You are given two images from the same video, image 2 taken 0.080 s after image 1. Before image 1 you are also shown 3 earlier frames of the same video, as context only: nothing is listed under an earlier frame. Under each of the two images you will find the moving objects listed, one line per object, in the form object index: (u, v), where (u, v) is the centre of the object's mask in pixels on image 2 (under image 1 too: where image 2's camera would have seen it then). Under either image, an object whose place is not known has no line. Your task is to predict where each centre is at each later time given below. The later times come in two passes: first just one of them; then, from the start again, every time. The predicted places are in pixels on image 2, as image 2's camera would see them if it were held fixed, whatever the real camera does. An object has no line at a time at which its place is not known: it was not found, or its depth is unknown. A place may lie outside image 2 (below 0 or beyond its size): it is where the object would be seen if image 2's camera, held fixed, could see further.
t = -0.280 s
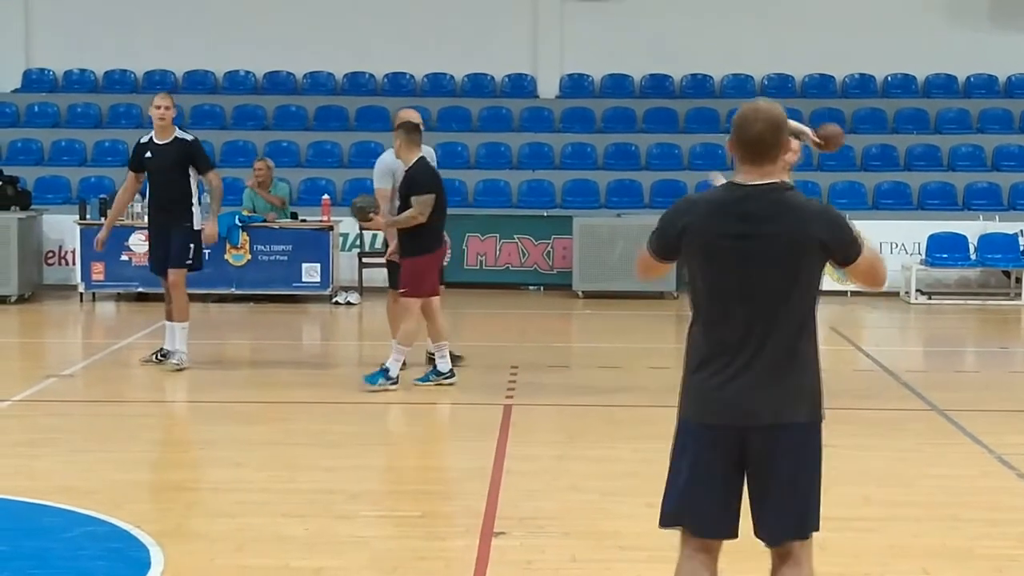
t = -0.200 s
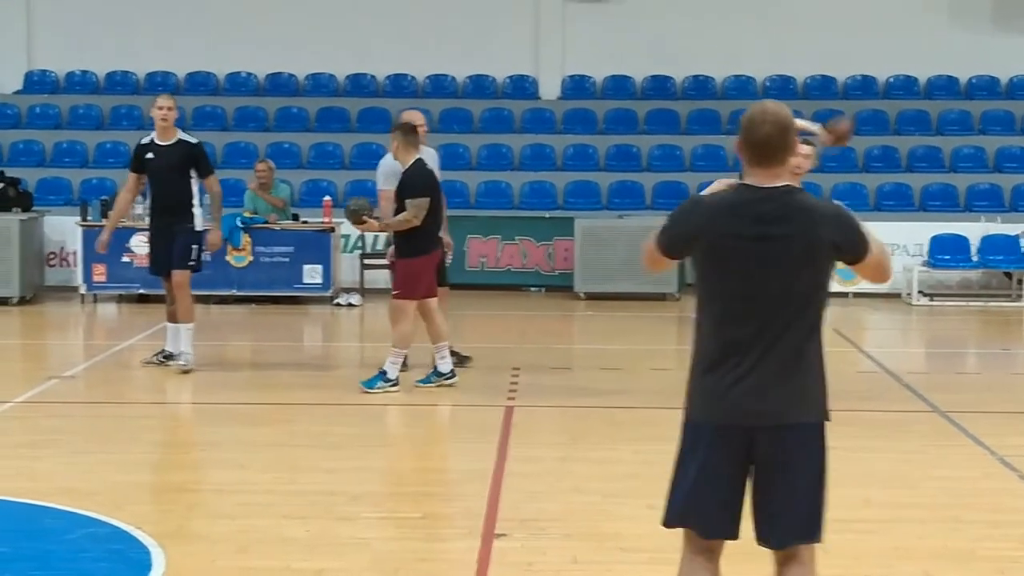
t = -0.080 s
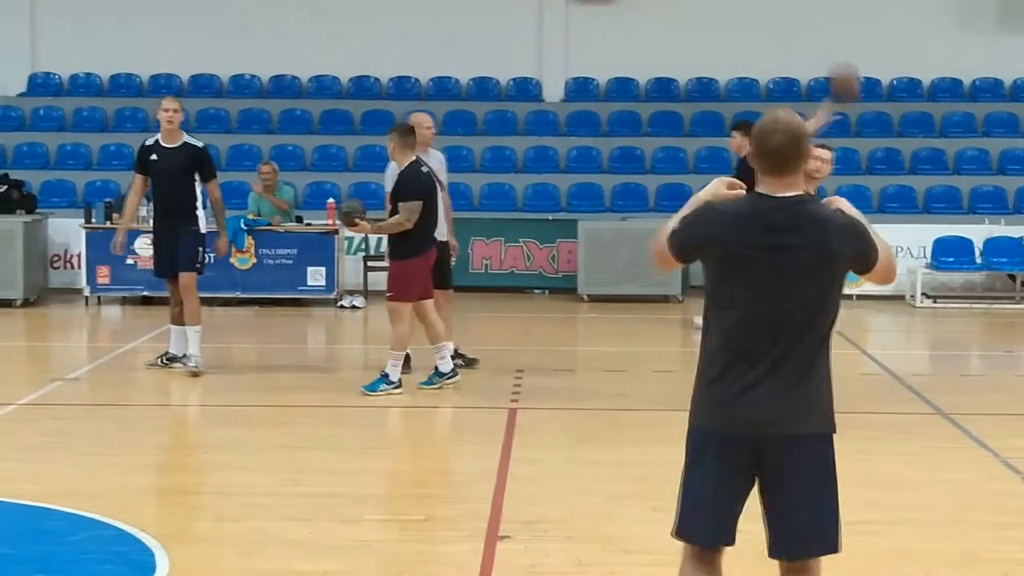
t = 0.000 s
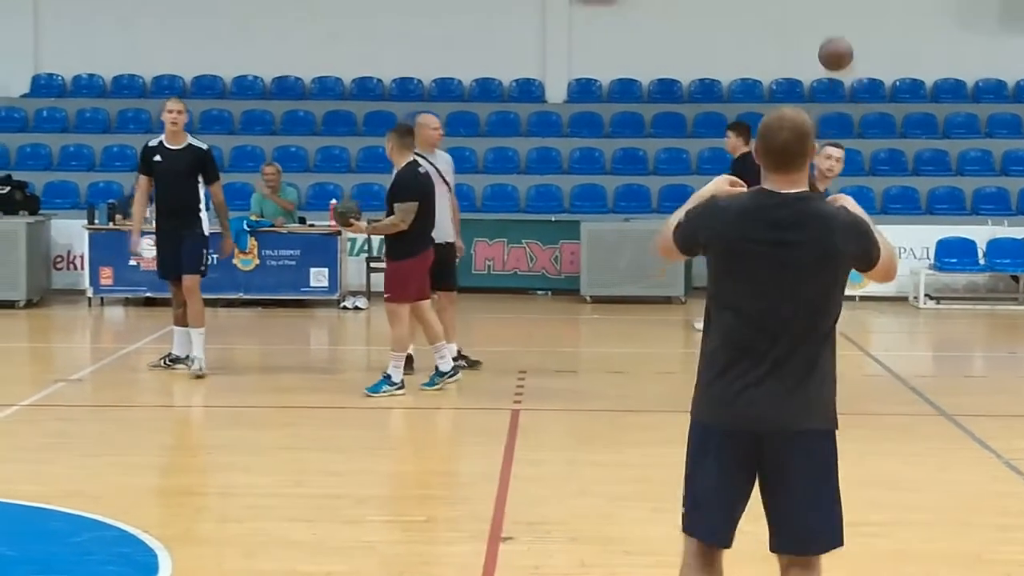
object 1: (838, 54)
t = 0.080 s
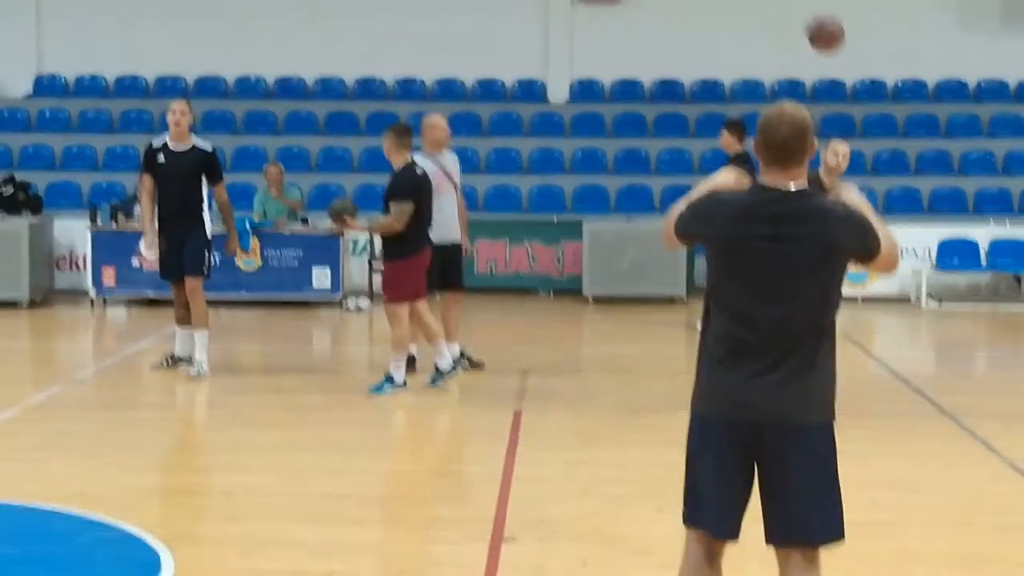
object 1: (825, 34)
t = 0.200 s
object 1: (803, 18)
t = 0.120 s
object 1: (819, 26)
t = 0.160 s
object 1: (811, 20)
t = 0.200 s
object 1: (803, 18)
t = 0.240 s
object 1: (796, 19)
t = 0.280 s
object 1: (788, 22)
